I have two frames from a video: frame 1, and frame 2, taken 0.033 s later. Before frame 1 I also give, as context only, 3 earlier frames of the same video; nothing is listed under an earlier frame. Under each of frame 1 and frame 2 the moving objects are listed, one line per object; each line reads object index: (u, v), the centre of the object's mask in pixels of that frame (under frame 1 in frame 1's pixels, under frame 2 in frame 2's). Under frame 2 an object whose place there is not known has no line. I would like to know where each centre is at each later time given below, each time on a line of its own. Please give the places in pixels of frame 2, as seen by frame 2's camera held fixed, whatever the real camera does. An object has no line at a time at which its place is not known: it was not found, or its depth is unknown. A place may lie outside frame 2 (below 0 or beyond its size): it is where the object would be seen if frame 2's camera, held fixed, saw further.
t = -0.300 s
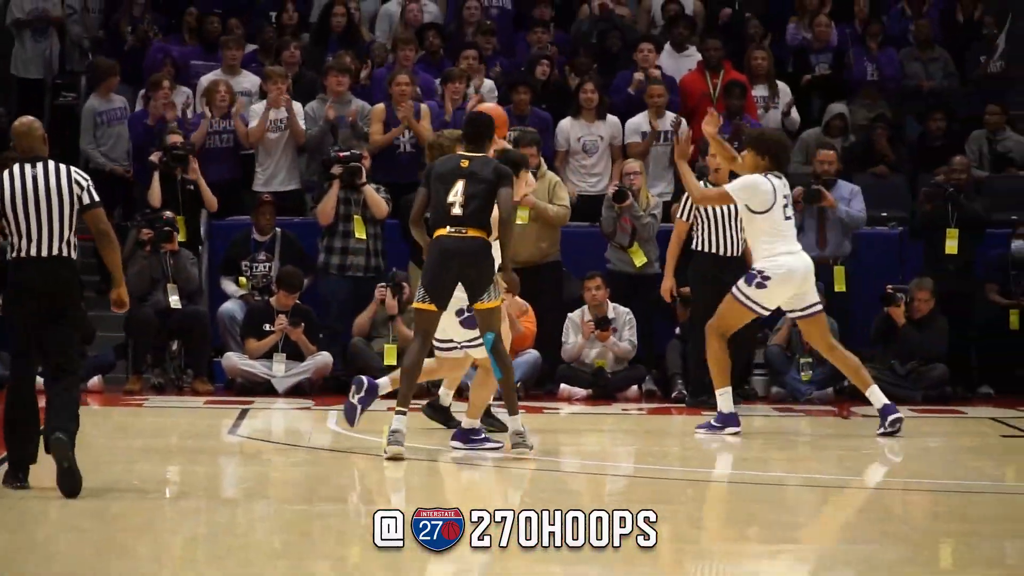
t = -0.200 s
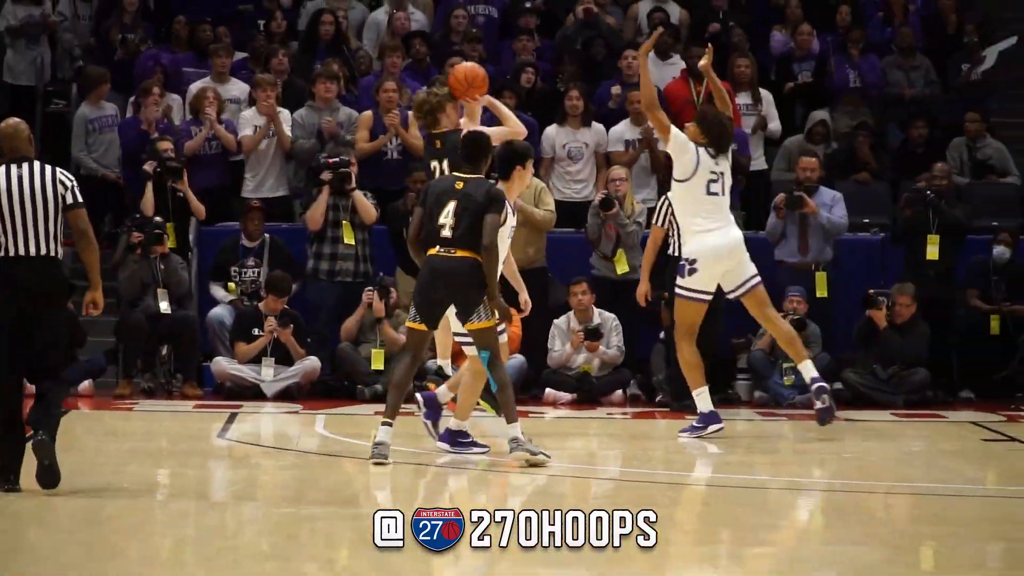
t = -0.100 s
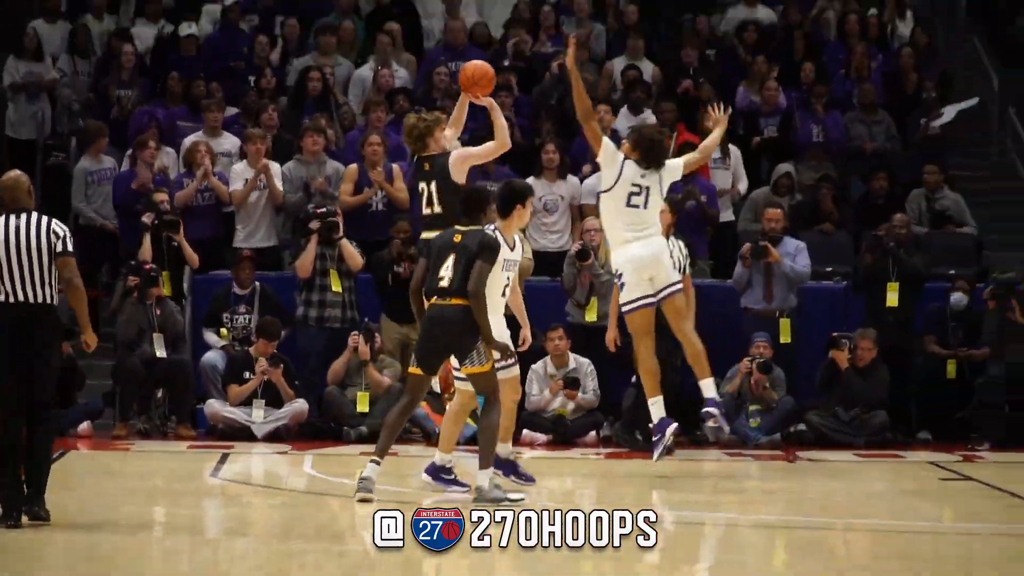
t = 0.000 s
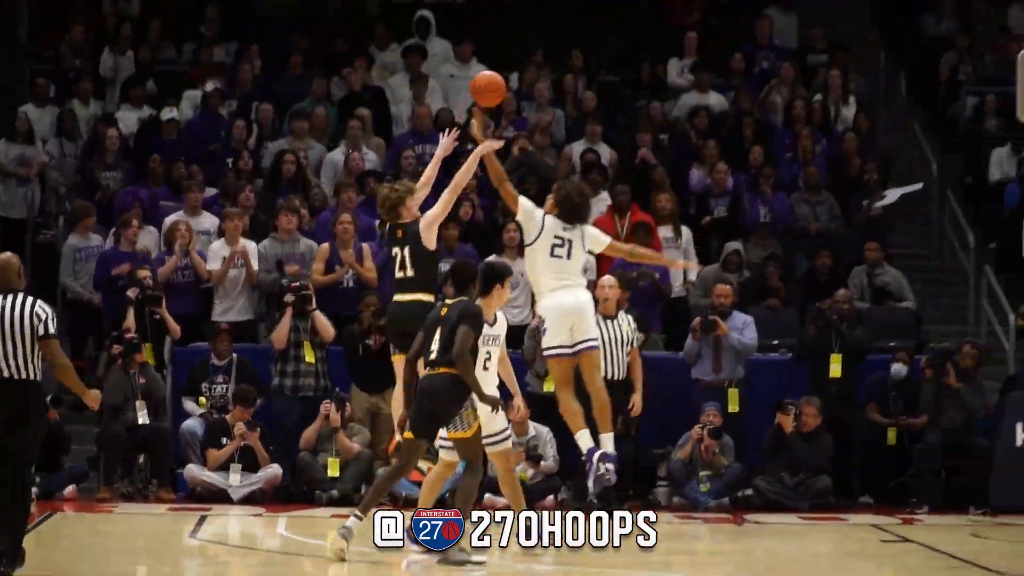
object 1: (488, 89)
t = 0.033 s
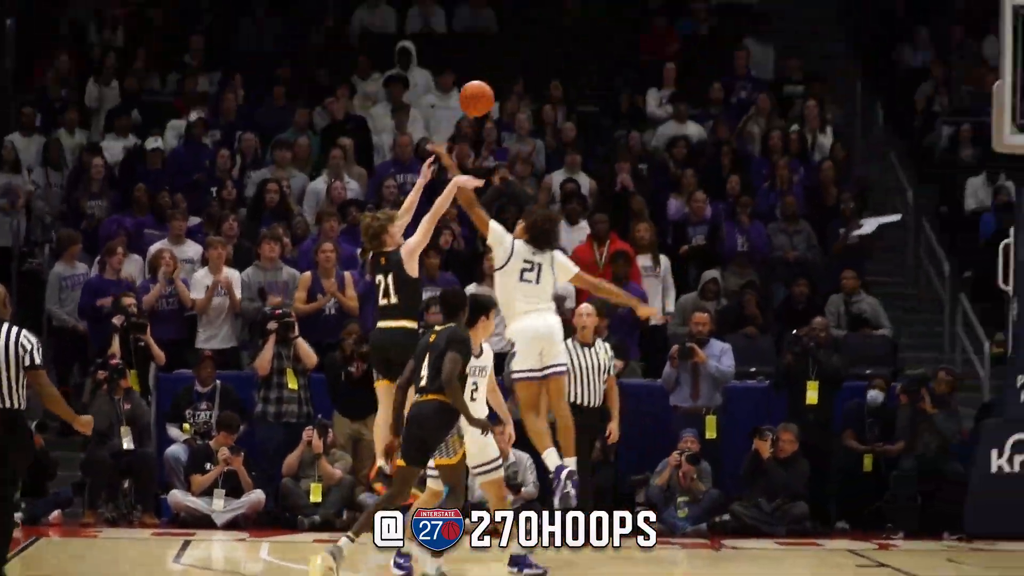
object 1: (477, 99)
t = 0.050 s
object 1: (480, 88)
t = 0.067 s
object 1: (484, 79)
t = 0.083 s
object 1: (488, 69)
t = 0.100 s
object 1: (492, 61)
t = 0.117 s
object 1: (496, 53)
